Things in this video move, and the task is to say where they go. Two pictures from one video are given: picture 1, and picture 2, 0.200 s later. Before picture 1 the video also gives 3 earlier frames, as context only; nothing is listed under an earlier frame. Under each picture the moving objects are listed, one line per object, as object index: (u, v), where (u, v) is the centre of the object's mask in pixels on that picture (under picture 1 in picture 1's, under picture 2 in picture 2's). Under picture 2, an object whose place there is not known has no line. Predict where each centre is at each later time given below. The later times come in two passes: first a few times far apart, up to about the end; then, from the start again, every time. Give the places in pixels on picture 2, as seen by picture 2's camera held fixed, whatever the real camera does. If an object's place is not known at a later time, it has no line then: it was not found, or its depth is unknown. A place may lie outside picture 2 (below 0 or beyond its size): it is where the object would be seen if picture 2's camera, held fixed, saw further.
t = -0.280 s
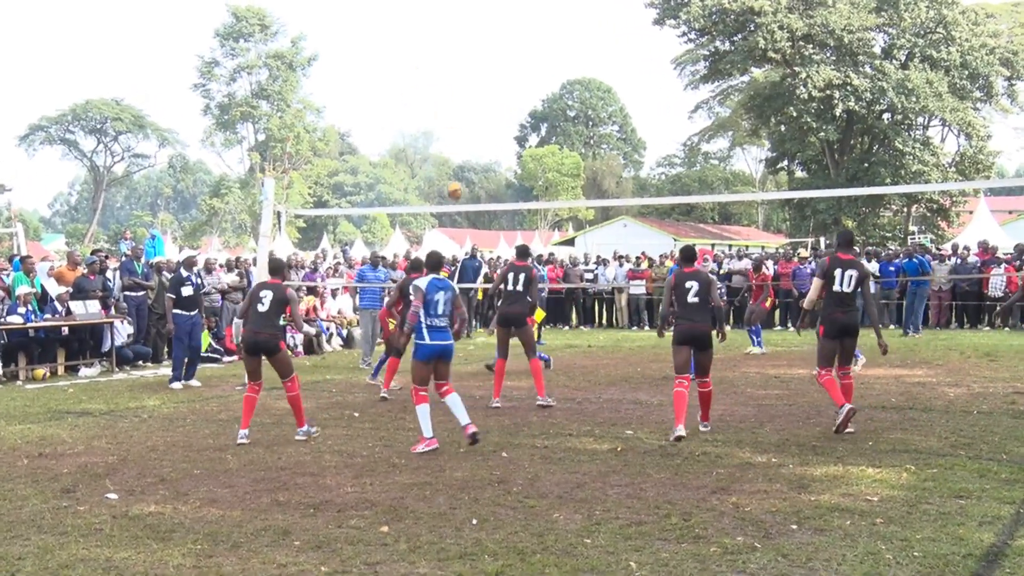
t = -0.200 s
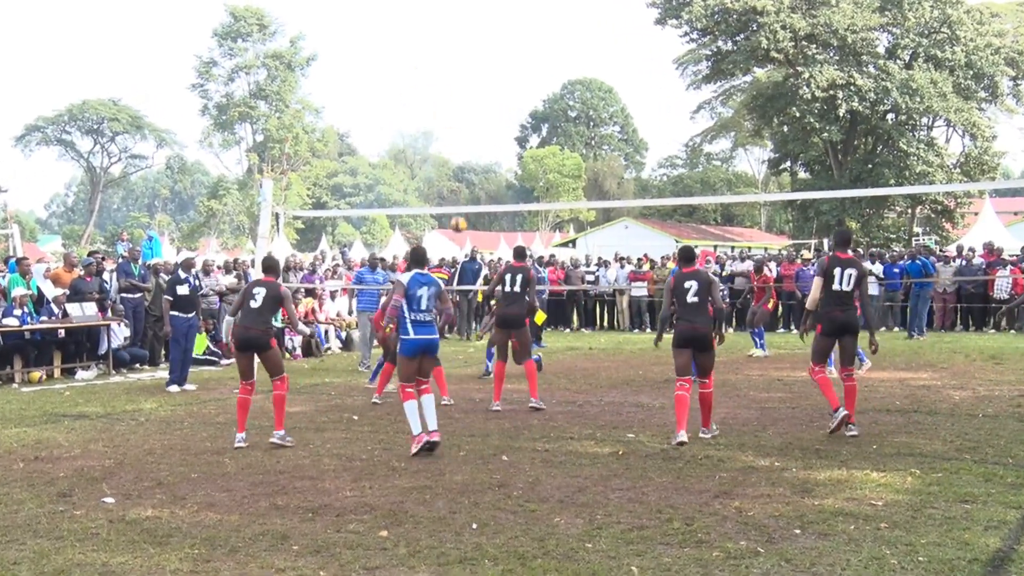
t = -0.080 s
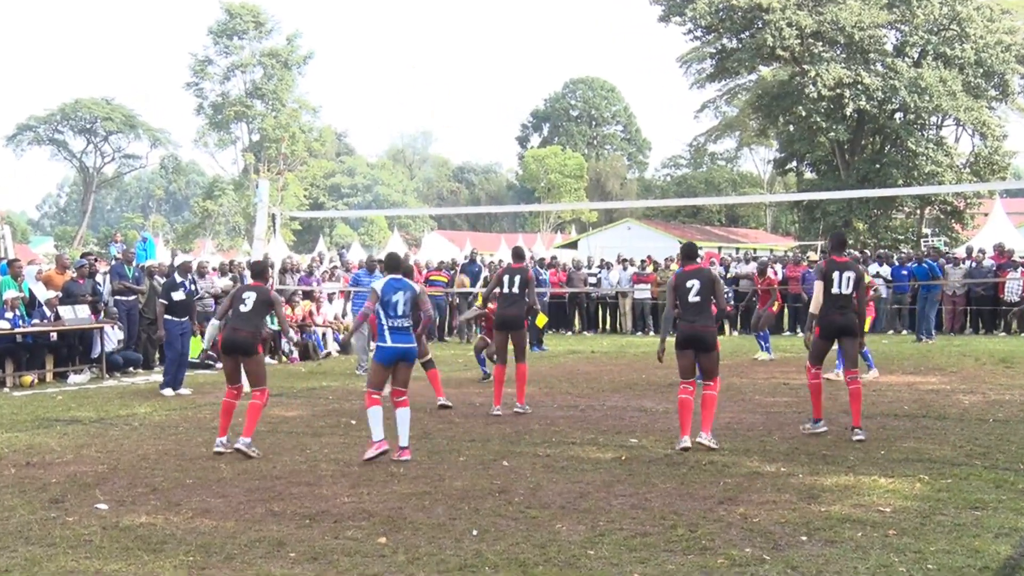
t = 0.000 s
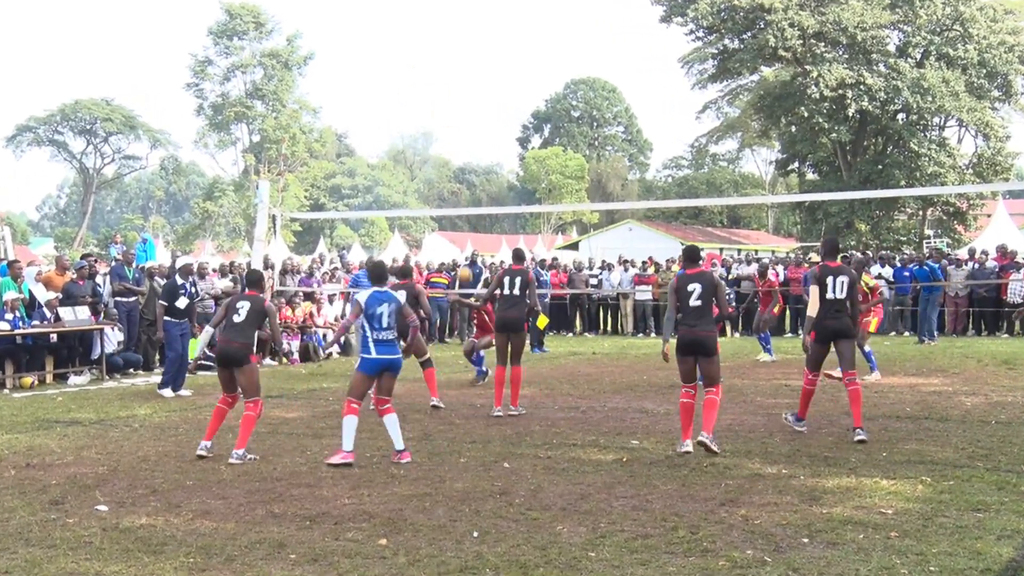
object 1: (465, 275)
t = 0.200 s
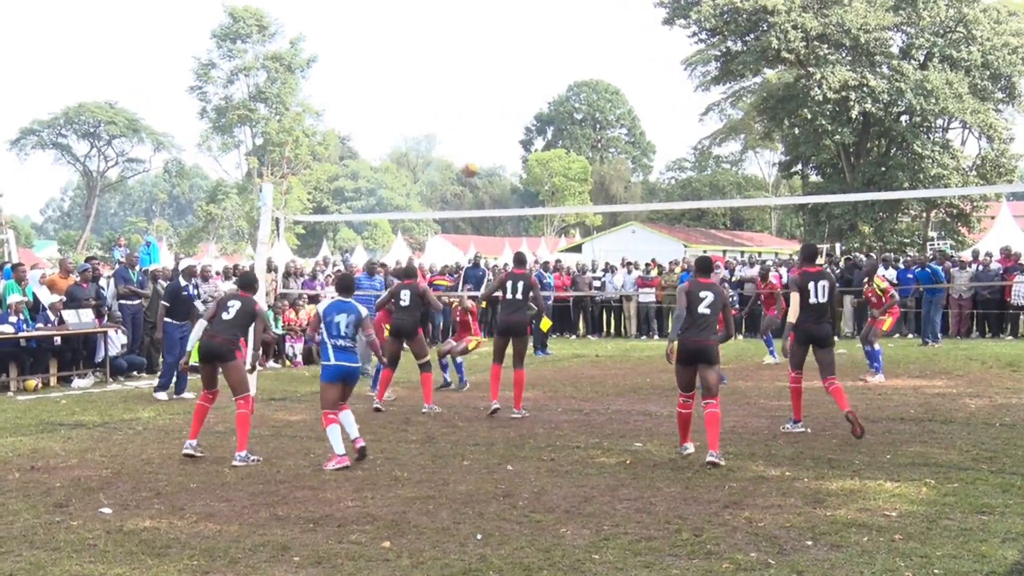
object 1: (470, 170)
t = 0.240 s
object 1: (470, 151)
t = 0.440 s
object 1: (473, 75)
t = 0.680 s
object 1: (476, 22)
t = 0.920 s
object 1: (479, 11)
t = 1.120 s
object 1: (480, 38)
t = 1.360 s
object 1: (481, 111)
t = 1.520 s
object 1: (481, 184)
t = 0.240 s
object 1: (470, 151)
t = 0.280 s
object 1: (470, 134)
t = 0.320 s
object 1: (471, 117)
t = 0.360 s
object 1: (471, 102)
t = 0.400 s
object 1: (472, 88)
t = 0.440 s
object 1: (473, 75)
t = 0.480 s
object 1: (474, 64)
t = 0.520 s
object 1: (474, 53)
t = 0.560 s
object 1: (474, 44)
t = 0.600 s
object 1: (475, 35)
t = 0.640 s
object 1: (476, 28)
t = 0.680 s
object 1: (476, 22)
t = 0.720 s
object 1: (477, 17)
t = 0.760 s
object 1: (477, 13)
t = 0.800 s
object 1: (478, 11)
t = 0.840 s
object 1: (478, 10)
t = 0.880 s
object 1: (478, 10)
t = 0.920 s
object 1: (479, 11)
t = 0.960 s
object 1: (480, 14)
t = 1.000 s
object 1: (480, 18)
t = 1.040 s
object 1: (480, 23)
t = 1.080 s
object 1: (480, 30)
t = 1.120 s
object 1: (480, 38)
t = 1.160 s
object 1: (481, 47)
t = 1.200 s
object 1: (481, 58)
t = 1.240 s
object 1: (481, 69)
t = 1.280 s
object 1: (481, 82)
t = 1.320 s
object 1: (481, 96)
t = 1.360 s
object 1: (481, 111)
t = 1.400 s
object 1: (481, 128)
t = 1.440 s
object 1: (481, 146)
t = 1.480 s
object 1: (481, 166)
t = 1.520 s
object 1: (481, 184)
